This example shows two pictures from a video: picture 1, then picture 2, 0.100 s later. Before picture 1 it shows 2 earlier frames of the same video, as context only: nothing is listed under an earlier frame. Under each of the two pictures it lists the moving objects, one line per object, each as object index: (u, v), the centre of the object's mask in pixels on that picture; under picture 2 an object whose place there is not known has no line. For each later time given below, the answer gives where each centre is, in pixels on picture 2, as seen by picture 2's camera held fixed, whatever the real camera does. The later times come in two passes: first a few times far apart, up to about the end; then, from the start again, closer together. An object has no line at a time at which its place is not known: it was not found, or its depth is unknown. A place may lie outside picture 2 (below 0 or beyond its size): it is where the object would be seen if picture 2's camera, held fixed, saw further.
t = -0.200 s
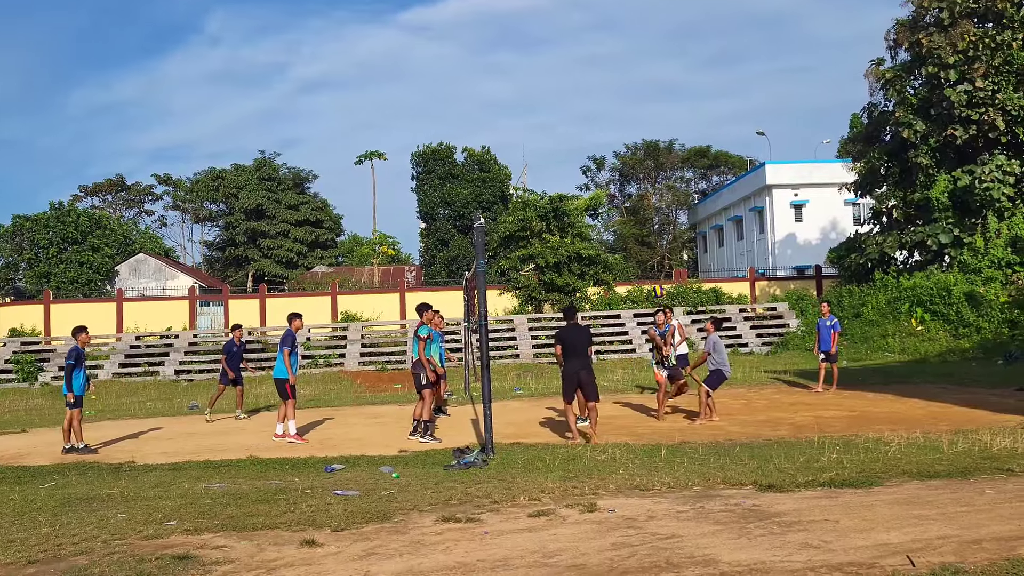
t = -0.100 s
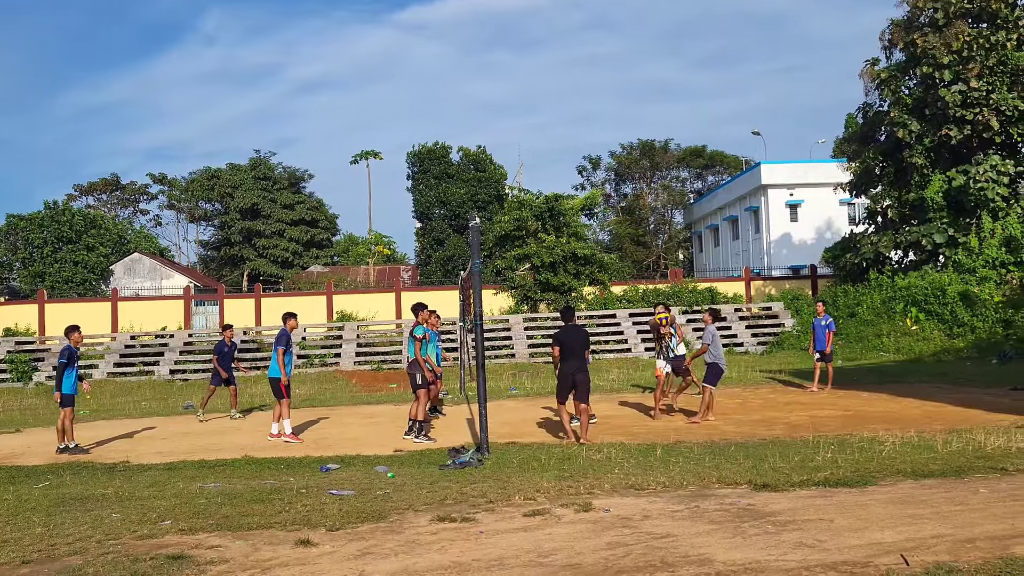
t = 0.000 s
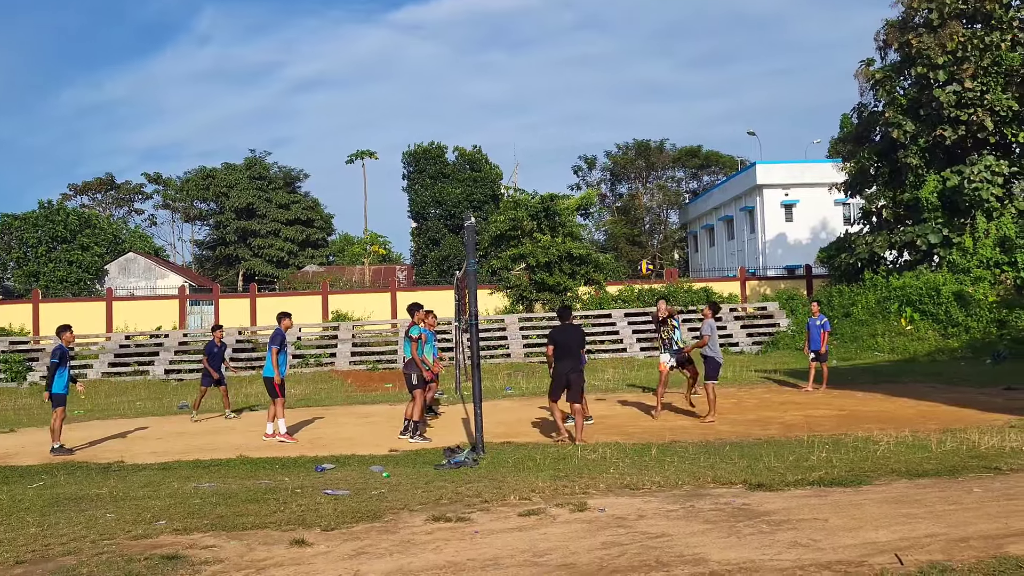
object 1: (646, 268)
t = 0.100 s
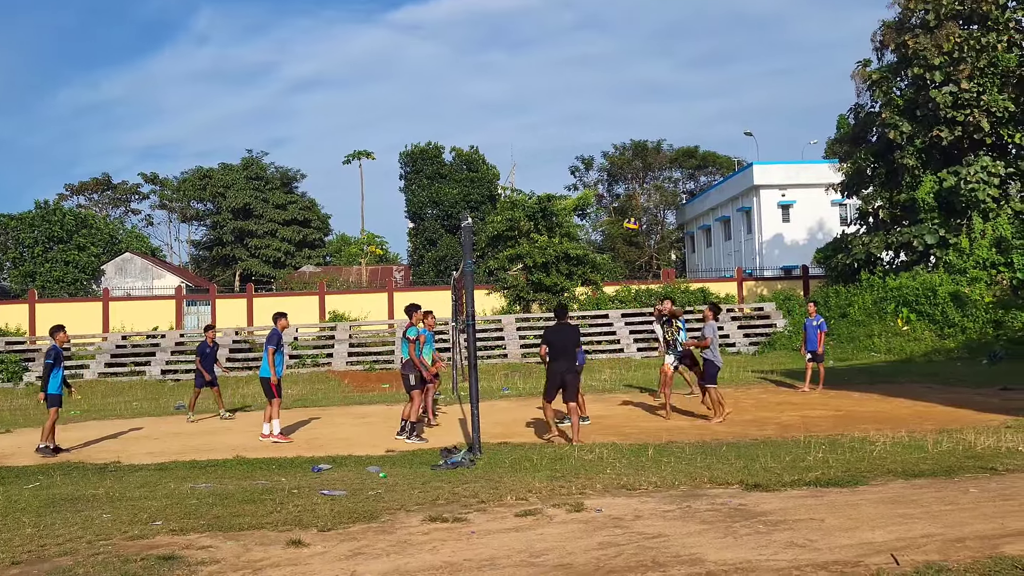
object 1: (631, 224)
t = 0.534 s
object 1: (589, 121)
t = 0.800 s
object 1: (569, 121)
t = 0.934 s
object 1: (560, 139)
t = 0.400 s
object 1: (600, 139)
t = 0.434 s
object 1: (597, 134)
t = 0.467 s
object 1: (594, 129)
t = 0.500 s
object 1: (592, 125)
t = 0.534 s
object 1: (589, 121)
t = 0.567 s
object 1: (586, 119)
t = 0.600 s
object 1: (584, 117)
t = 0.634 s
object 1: (581, 116)
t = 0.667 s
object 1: (579, 116)
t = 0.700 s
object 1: (576, 116)
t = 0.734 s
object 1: (574, 117)
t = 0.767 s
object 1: (570, 120)
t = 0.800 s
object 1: (569, 121)
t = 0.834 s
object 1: (567, 125)
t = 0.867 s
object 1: (564, 129)
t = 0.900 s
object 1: (562, 134)
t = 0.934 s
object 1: (560, 139)
